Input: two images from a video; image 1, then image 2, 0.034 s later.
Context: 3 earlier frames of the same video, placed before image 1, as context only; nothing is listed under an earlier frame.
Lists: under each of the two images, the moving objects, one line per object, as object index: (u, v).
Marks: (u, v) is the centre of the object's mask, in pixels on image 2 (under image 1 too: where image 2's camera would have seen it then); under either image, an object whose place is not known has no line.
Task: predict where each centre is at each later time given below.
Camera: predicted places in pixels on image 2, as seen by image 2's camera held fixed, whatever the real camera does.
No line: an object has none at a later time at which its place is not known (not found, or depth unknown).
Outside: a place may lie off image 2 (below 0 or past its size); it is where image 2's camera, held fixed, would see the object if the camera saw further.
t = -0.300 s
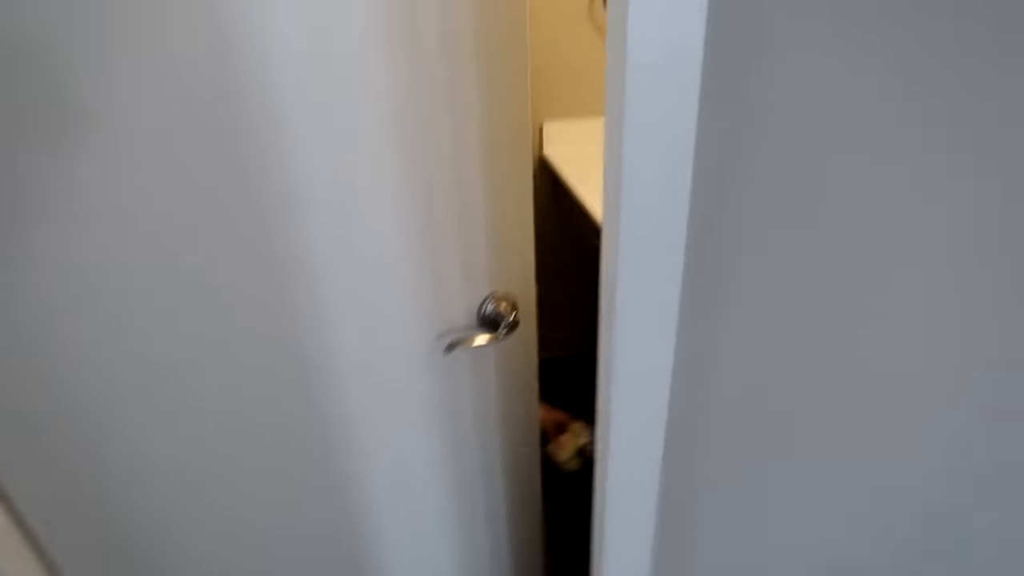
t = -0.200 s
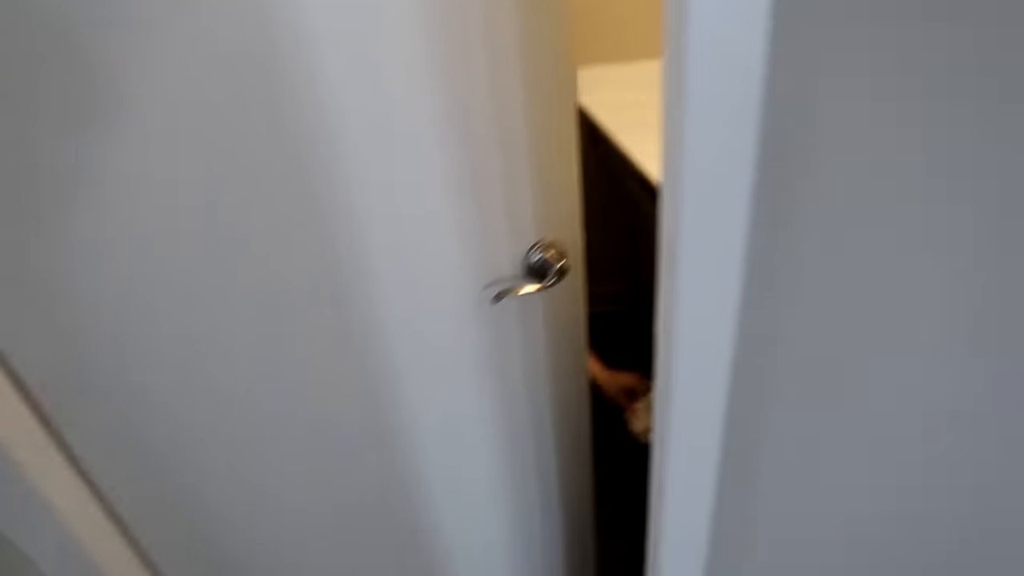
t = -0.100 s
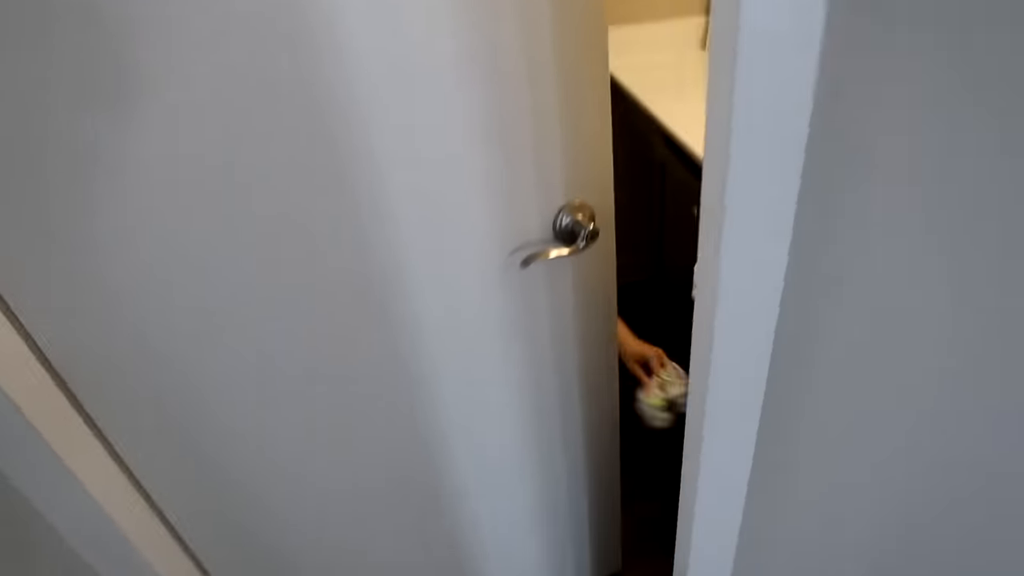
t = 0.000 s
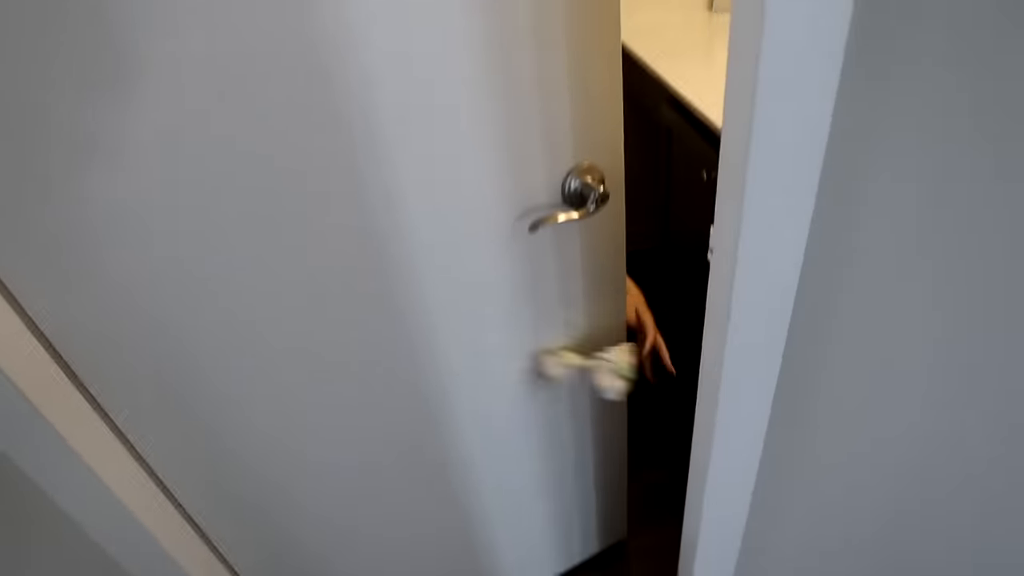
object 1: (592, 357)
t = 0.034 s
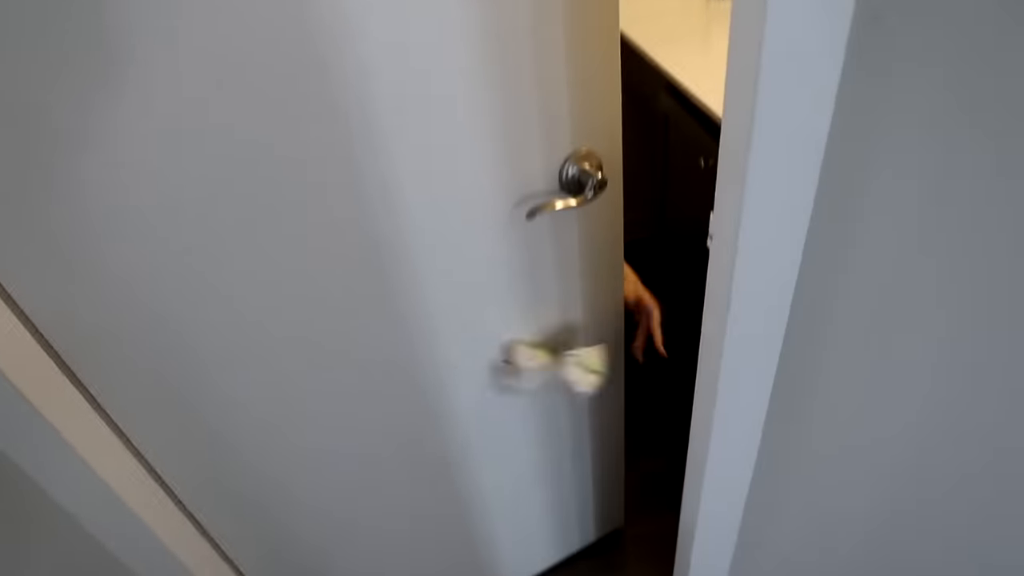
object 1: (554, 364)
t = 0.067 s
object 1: (522, 378)
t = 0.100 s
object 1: (490, 399)
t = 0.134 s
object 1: (460, 425)
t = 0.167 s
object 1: (430, 458)
